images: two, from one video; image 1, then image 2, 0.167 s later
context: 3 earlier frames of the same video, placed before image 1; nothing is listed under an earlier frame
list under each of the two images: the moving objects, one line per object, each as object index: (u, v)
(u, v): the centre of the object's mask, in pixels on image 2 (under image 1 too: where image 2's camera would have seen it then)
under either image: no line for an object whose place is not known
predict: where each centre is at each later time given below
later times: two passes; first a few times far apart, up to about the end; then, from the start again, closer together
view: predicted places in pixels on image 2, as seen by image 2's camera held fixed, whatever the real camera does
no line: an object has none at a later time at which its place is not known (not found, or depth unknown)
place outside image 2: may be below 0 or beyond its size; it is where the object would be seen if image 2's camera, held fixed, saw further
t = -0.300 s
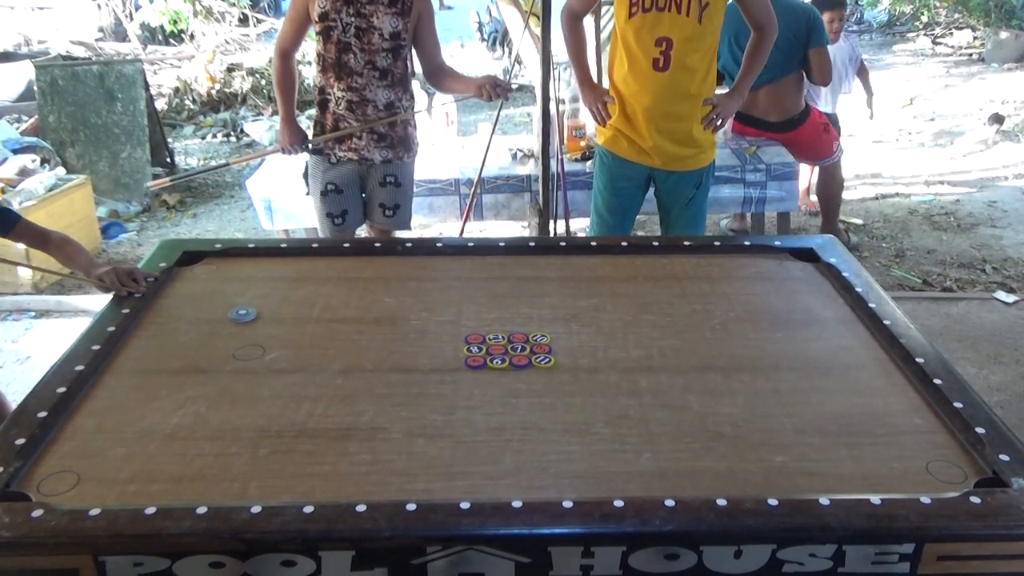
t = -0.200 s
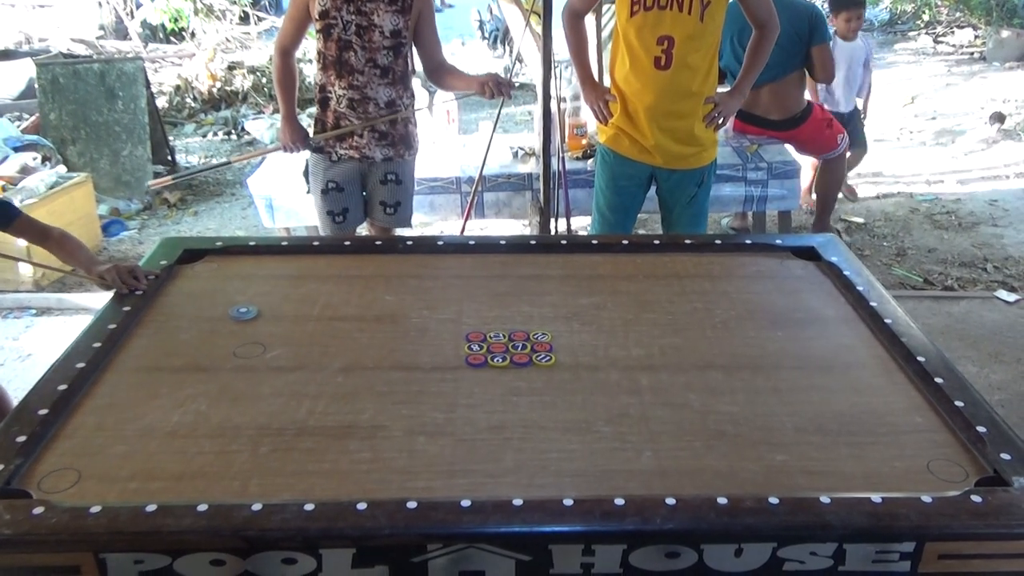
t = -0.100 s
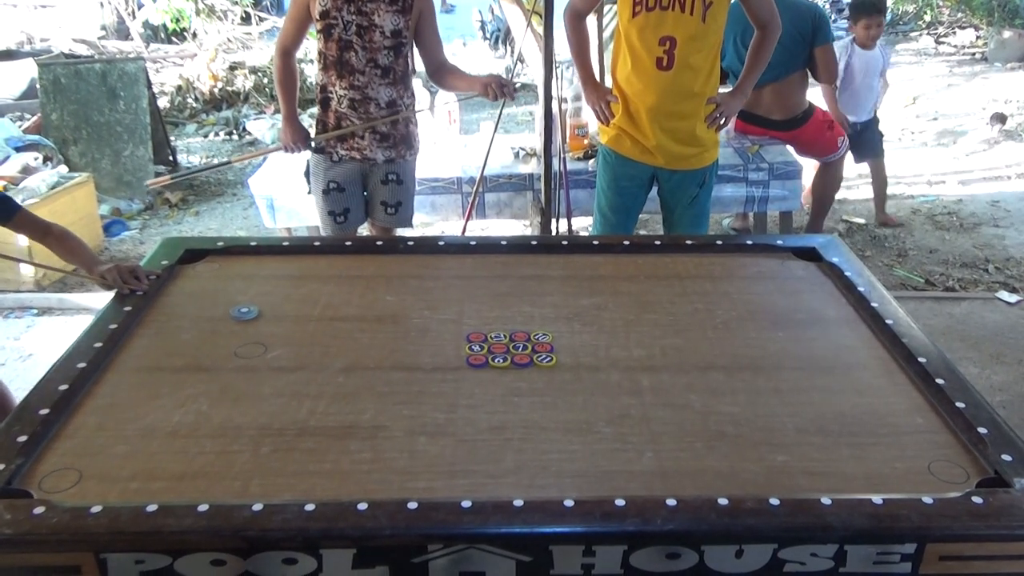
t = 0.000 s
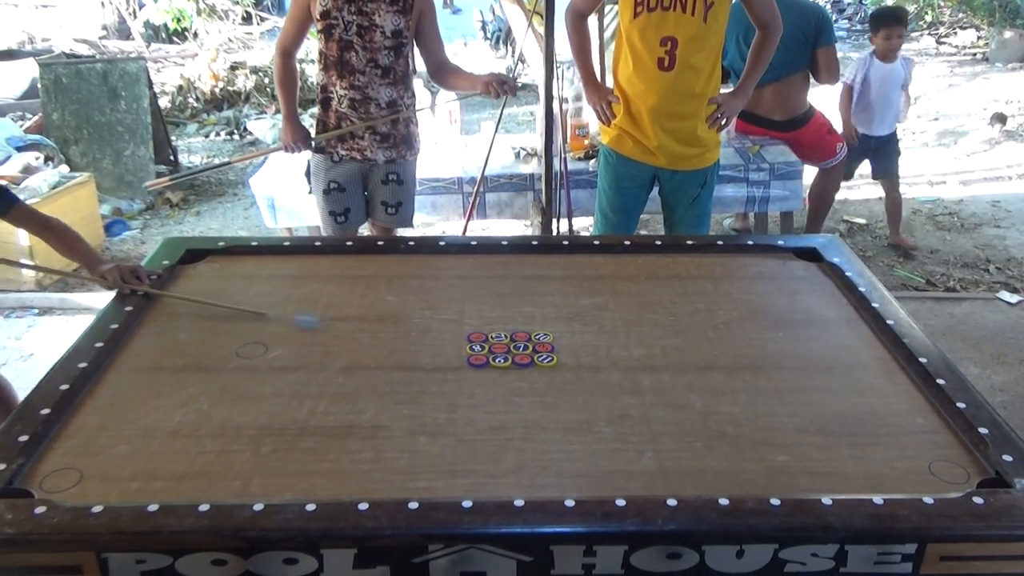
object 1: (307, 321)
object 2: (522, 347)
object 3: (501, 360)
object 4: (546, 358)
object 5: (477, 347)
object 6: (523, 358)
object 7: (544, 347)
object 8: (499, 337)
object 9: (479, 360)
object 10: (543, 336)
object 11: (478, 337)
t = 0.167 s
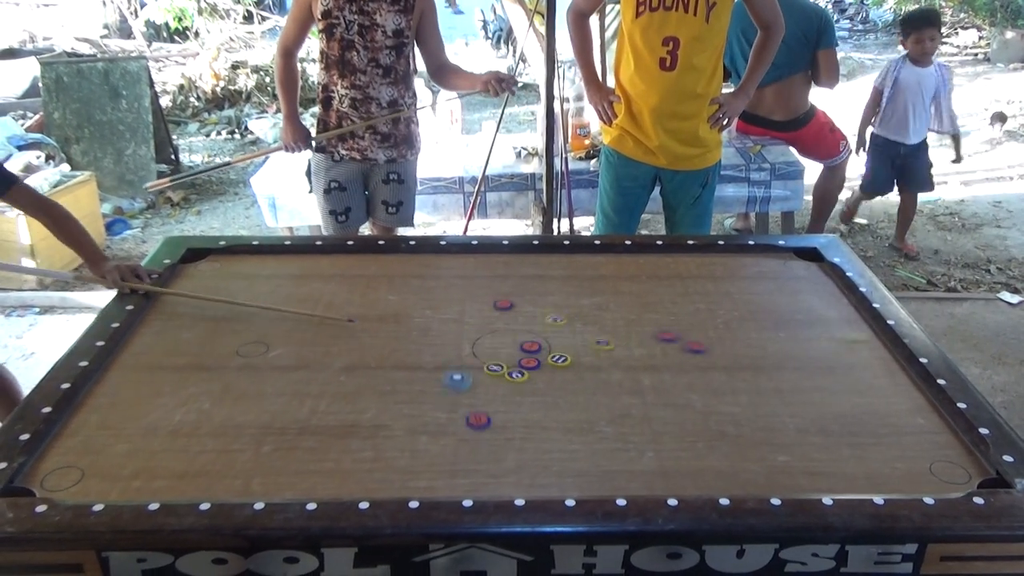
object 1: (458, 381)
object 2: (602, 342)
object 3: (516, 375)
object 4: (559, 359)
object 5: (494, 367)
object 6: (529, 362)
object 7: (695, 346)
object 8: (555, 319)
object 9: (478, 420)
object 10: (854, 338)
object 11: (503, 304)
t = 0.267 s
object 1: (454, 416)
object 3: (535, 392)
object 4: (572, 359)
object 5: (510, 383)
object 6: (533, 365)
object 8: (601, 305)
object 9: (477, 487)
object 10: (811, 332)
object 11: (522, 278)
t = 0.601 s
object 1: (426, 453)
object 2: (559, 348)
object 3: (578, 465)
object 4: (596, 430)
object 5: (557, 428)
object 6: (537, 367)
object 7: (838, 323)
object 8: (717, 266)
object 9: (496, 361)
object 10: (619, 307)
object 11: (615, 291)
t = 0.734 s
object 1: (412, 427)
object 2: (453, 365)
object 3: (581, 477)
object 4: (608, 449)
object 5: (573, 441)
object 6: (537, 367)
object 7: (840, 320)
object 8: (754, 258)
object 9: (501, 327)
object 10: (518, 301)
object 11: (661, 313)
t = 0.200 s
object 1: (456, 392)
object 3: (522, 381)
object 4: (563, 358)
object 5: (499, 372)
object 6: (530, 363)
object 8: (571, 314)
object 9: (478, 442)
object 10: (815, 337)
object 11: (510, 294)
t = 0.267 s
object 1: (454, 416)
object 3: (535, 392)
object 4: (572, 359)
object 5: (510, 383)
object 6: (533, 365)
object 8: (601, 305)
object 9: (477, 487)
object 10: (811, 332)
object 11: (522, 278)
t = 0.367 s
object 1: (452, 456)
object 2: (575, 347)
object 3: (553, 407)
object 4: (579, 376)
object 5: (525, 397)
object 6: (536, 367)
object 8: (640, 291)
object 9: (484, 445)
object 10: (816, 321)
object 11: (538, 257)
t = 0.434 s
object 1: (449, 483)
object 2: (572, 347)
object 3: (565, 418)
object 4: (580, 397)
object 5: (534, 407)
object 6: (537, 367)
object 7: (773, 328)
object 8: (664, 284)
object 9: (488, 418)
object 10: (758, 317)
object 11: (559, 265)
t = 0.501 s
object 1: (441, 475)
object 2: (567, 347)
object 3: (573, 432)
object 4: (585, 414)
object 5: (544, 416)
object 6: (537, 367)
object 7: (801, 325)
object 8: (686, 276)
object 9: (491, 393)
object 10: (701, 313)
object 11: (581, 275)
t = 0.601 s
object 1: (426, 453)
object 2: (559, 348)
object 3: (578, 465)
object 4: (596, 430)
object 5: (557, 428)
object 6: (537, 367)
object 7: (838, 323)
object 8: (717, 266)
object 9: (496, 361)
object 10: (619, 307)
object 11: (615, 291)
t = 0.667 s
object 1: (419, 439)
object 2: (506, 356)
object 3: (583, 487)
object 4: (602, 440)
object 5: (565, 435)
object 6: (537, 367)
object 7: (858, 320)
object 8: (736, 260)
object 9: (498, 343)
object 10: (567, 303)
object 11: (637, 301)
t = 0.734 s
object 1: (412, 427)
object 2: (453, 365)
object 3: (581, 477)
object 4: (608, 449)
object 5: (573, 441)
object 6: (537, 367)
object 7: (840, 320)
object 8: (754, 258)
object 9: (501, 327)
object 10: (518, 301)
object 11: (661, 313)
